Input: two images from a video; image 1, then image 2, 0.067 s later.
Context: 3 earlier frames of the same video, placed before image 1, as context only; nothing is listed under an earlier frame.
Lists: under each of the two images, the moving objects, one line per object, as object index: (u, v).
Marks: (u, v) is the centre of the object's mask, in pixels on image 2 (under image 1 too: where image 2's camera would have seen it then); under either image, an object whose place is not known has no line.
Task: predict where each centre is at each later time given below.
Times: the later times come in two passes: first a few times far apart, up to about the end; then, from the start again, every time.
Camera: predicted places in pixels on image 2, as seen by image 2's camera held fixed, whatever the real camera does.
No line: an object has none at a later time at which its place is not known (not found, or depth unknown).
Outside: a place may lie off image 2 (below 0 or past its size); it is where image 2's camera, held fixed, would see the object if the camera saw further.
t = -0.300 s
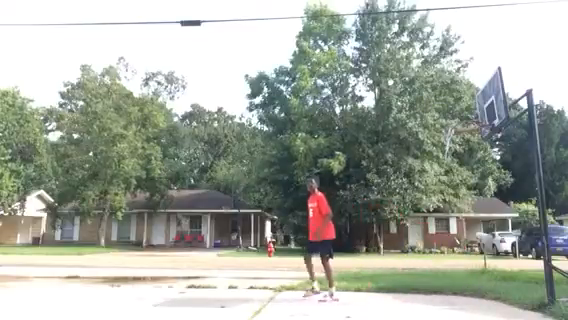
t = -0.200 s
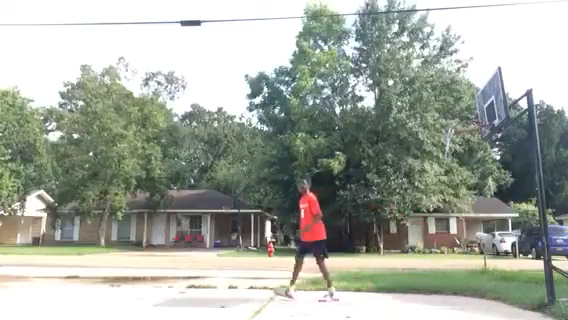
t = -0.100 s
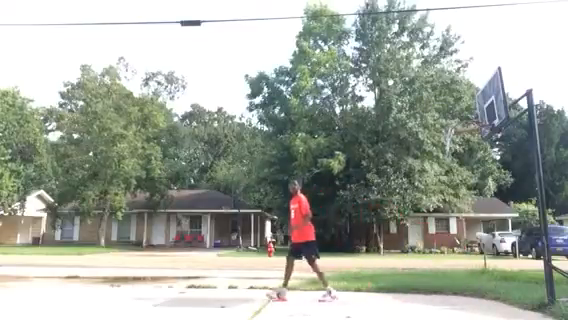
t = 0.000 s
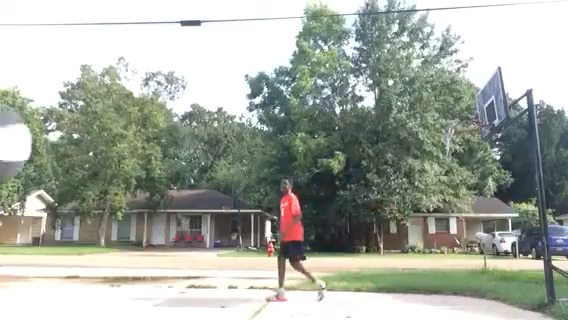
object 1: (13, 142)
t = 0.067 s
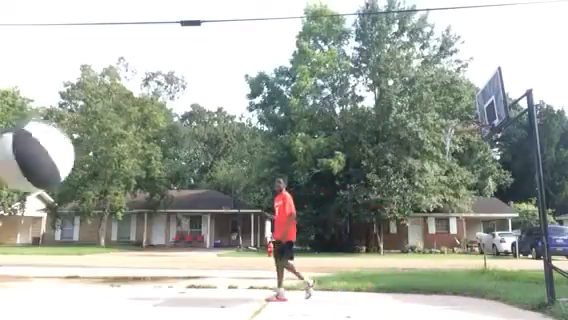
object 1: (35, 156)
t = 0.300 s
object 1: (115, 223)
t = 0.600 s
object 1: (151, 301)
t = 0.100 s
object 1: (52, 161)
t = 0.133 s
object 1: (69, 168)
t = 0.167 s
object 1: (81, 179)
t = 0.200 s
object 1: (92, 189)
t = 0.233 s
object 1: (102, 199)
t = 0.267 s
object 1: (109, 210)
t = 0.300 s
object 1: (115, 223)
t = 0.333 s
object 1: (121, 234)
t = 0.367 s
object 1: (125, 246)
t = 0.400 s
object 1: (128, 259)
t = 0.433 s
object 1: (134, 273)
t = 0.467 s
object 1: (138, 287)
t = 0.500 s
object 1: (137, 301)
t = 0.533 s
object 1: (145, 310)
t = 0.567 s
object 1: (147, 312)
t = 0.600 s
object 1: (151, 301)
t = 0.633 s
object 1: (155, 285)
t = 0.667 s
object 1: (157, 274)
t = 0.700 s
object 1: (163, 262)
